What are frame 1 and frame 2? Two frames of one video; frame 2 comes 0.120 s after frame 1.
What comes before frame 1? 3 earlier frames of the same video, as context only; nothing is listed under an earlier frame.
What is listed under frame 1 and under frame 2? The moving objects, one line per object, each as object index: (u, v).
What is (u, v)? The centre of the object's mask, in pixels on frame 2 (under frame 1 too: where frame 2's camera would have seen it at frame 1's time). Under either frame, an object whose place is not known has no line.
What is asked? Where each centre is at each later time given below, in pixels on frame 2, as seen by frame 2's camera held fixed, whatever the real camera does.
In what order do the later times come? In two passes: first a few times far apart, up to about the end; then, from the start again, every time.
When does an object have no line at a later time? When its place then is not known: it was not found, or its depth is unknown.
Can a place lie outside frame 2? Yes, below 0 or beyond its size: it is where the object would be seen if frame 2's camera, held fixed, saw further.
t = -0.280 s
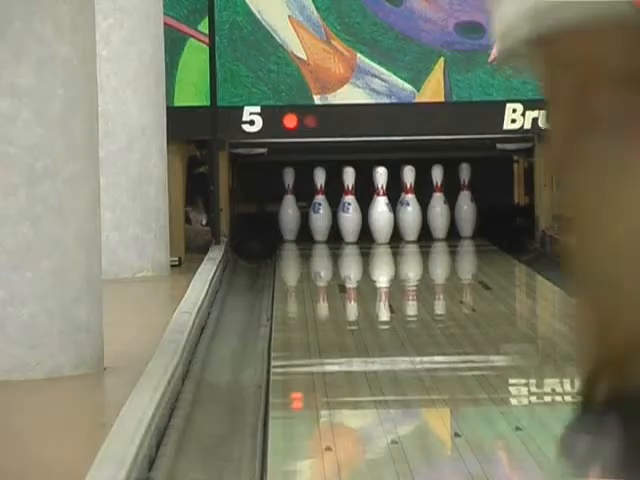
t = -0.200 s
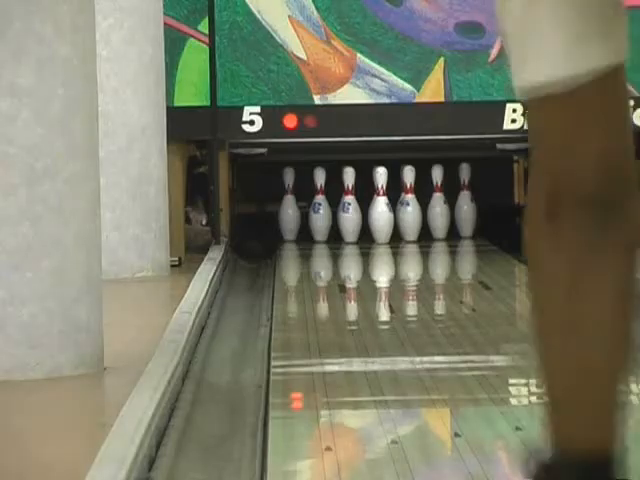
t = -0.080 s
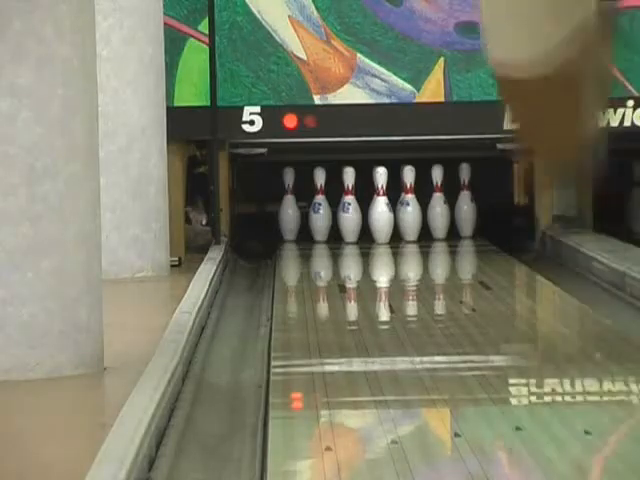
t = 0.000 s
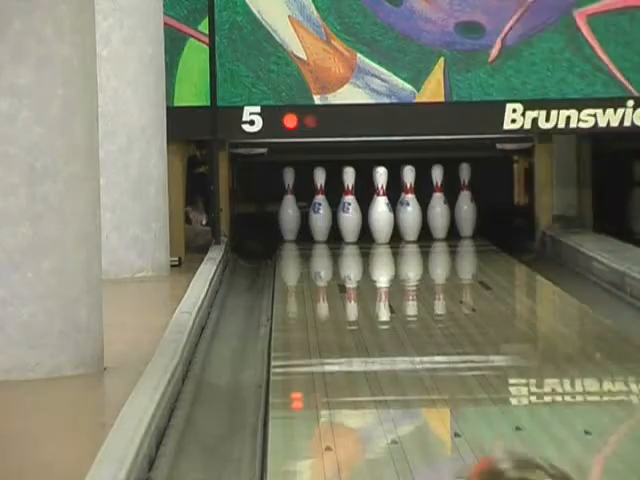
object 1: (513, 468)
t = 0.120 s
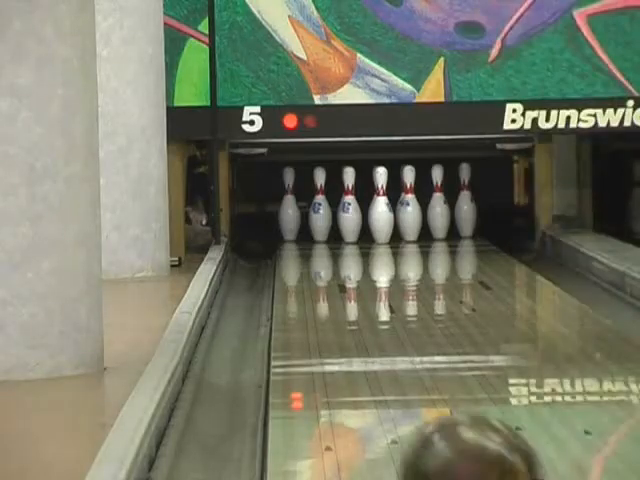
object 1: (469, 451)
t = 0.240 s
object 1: (436, 434)
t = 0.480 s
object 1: (387, 385)
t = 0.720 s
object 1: (354, 344)
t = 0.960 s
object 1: (332, 313)
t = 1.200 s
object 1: (318, 291)
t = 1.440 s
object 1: (311, 272)
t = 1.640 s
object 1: (310, 260)
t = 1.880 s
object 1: (313, 247)
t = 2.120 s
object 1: (328, 237)
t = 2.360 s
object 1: (351, 228)
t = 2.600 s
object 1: (369, 222)
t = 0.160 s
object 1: (458, 445)
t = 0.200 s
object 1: (446, 439)
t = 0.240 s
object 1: (436, 434)
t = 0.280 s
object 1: (426, 427)
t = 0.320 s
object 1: (417, 421)
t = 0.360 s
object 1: (408, 412)
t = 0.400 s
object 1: (401, 402)
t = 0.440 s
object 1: (394, 392)
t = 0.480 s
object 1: (387, 385)
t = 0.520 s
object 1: (381, 377)
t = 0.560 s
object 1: (374, 369)
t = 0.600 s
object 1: (369, 362)
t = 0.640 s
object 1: (364, 354)
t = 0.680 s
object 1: (359, 350)
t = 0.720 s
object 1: (354, 344)
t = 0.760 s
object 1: (350, 338)
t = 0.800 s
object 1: (346, 331)
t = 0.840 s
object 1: (342, 327)
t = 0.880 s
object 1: (338, 323)
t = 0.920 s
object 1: (335, 319)
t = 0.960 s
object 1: (332, 313)
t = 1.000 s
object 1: (329, 309)
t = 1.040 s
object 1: (327, 306)
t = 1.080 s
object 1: (324, 302)
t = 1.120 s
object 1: (323, 298)
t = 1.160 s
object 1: (320, 294)
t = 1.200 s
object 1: (318, 291)
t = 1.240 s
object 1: (317, 288)
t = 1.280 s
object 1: (316, 285)
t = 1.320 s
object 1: (315, 282)
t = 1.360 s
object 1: (314, 279)
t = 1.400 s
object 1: (313, 276)
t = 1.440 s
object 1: (311, 272)
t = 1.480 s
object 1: (311, 270)
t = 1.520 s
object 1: (310, 267)
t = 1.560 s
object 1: (310, 265)
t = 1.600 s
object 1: (310, 262)
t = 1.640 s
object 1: (310, 260)
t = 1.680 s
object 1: (310, 258)
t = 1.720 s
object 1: (310, 255)
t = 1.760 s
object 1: (310, 253)
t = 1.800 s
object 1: (312, 251)
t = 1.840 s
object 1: (312, 249)
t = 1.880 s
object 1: (313, 247)
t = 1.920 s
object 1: (314, 246)
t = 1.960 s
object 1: (317, 244)
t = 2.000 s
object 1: (319, 242)
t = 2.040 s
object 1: (321, 241)
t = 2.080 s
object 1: (326, 239)
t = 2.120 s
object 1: (328, 237)
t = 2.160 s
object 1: (330, 235)
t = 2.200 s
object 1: (335, 234)
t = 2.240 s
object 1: (339, 233)
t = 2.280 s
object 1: (343, 231)
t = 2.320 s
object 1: (347, 229)
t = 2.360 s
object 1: (351, 228)
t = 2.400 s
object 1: (354, 228)
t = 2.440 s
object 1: (358, 226)
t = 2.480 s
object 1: (363, 225)
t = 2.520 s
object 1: (367, 223)
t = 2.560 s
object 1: (369, 223)
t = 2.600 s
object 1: (369, 222)
